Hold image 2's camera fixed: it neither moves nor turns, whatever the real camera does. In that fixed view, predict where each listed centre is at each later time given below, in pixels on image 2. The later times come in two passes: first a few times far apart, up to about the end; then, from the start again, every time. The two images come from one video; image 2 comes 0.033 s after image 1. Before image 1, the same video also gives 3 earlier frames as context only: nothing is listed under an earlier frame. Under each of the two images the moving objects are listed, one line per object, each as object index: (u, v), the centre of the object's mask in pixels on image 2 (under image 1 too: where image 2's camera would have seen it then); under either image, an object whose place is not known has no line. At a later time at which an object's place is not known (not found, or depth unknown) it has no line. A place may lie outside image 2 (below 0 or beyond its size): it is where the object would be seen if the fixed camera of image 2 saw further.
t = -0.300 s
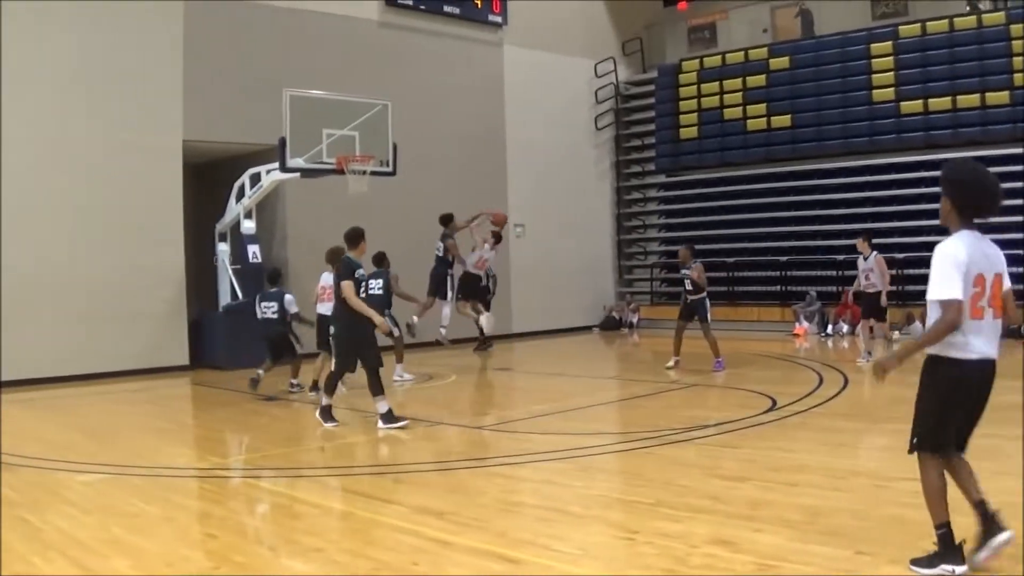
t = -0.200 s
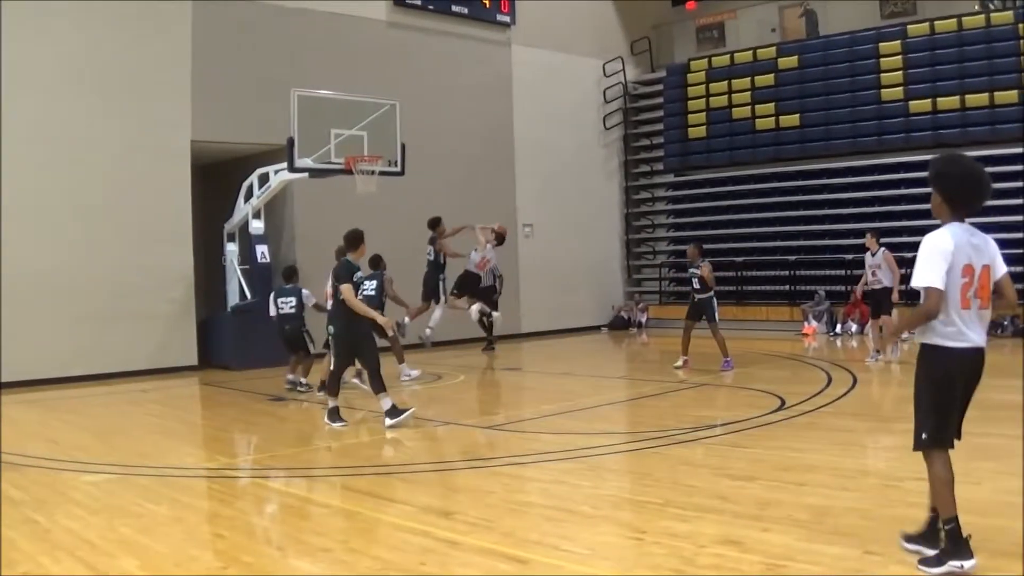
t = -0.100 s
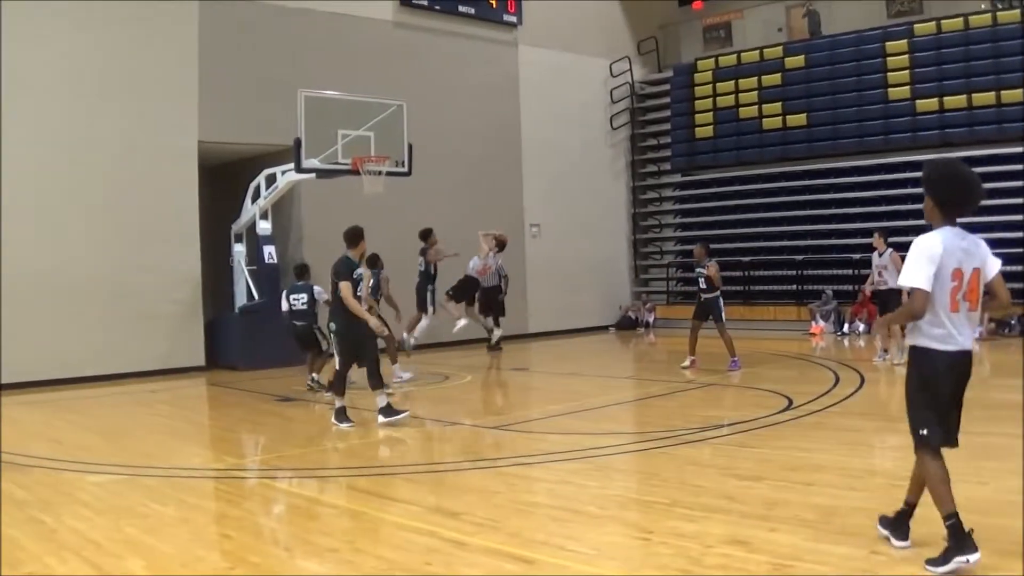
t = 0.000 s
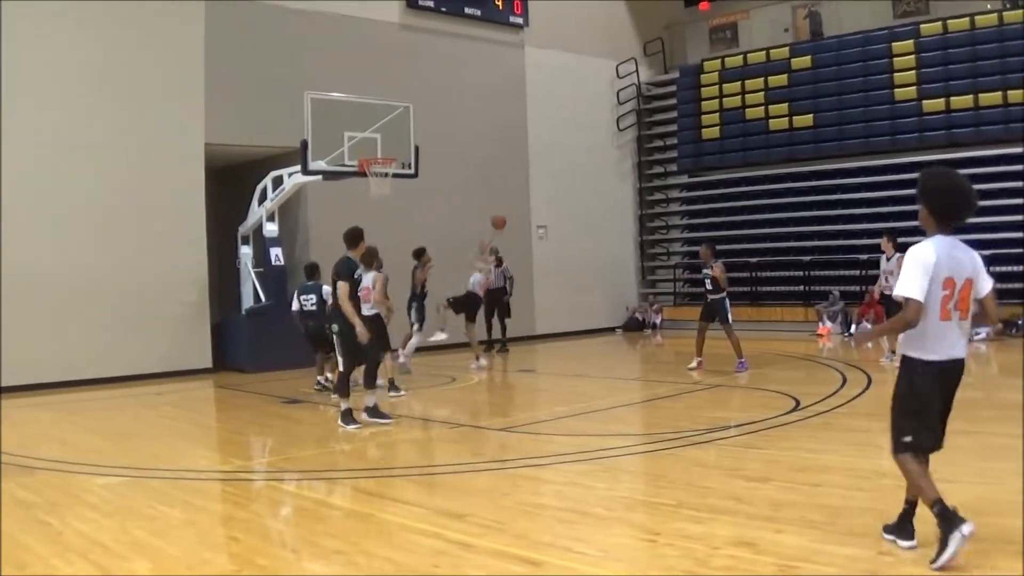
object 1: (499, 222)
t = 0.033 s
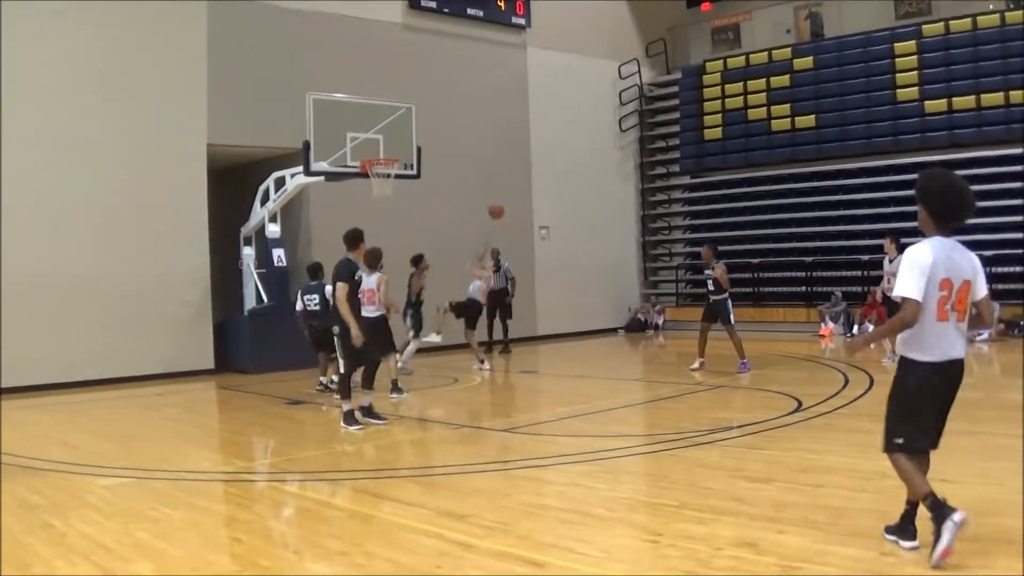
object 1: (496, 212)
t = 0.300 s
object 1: (455, 147)
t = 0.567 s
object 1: (414, 121)
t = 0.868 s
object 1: (381, 150)
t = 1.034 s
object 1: (391, 141)
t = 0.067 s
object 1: (492, 201)
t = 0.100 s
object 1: (488, 191)
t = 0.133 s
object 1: (484, 182)
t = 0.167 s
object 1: (479, 174)
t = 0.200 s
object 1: (473, 166)
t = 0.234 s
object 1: (468, 159)
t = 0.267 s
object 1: (462, 153)
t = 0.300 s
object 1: (455, 147)
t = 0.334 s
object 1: (450, 142)
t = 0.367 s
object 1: (443, 137)
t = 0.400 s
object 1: (438, 132)
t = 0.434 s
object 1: (433, 129)
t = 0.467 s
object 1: (427, 126)
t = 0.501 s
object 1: (423, 123)
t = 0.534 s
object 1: (419, 122)
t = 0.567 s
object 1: (414, 121)
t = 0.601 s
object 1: (411, 122)
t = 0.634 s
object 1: (407, 123)
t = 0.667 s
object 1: (403, 125)
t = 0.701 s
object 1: (399, 127)
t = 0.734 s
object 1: (395, 129)
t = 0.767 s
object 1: (392, 132)
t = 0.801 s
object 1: (389, 137)
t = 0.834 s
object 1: (385, 143)
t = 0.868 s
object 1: (381, 150)
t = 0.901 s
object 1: (379, 153)
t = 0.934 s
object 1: (382, 150)
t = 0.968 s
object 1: (385, 146)
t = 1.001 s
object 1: (388, 143)
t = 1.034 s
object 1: (391, 141)
